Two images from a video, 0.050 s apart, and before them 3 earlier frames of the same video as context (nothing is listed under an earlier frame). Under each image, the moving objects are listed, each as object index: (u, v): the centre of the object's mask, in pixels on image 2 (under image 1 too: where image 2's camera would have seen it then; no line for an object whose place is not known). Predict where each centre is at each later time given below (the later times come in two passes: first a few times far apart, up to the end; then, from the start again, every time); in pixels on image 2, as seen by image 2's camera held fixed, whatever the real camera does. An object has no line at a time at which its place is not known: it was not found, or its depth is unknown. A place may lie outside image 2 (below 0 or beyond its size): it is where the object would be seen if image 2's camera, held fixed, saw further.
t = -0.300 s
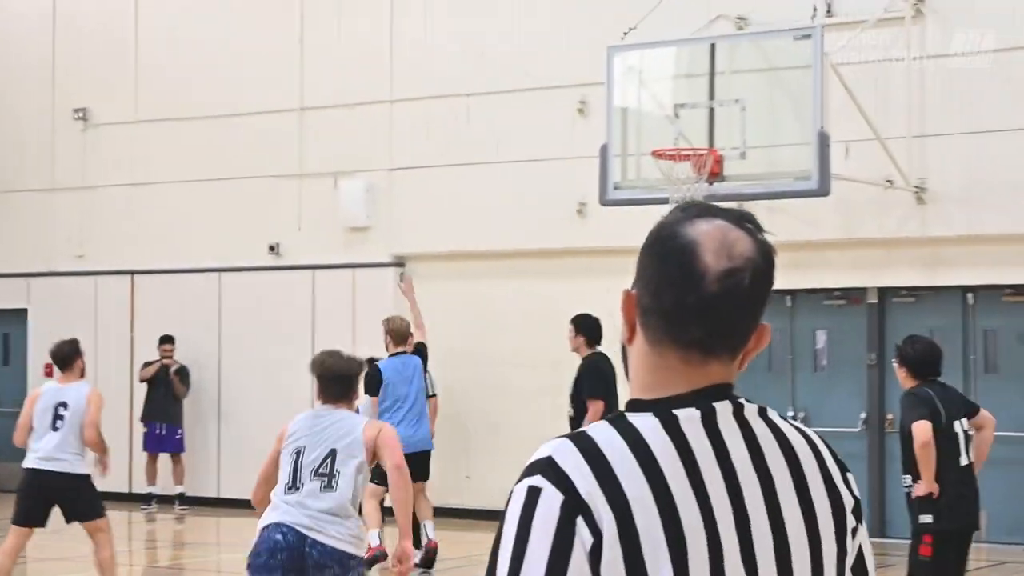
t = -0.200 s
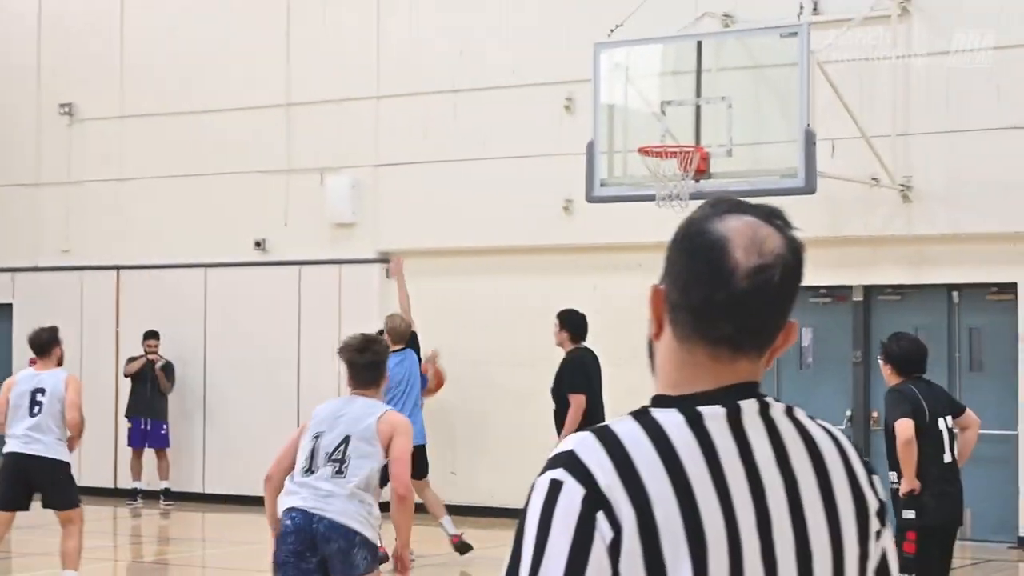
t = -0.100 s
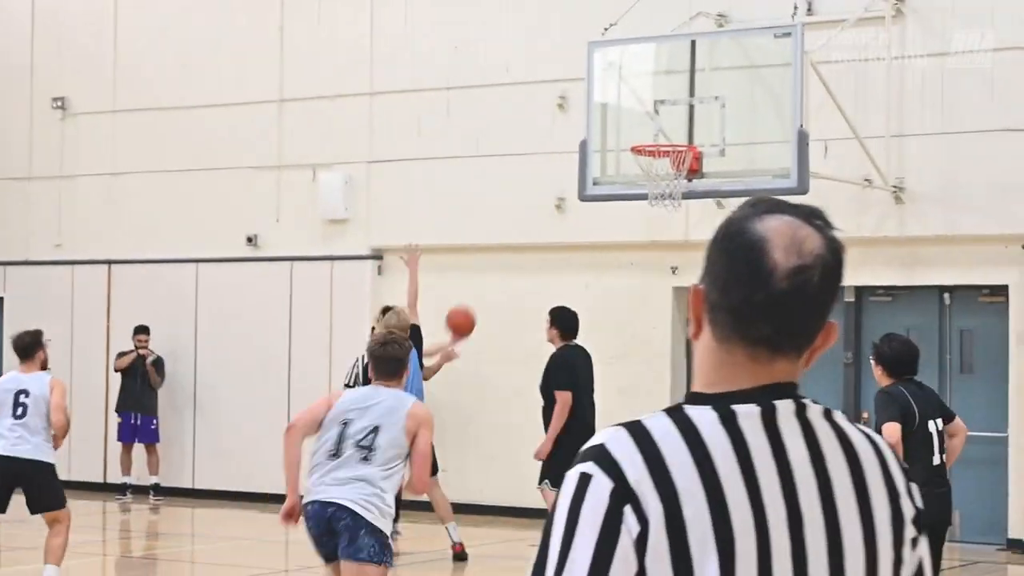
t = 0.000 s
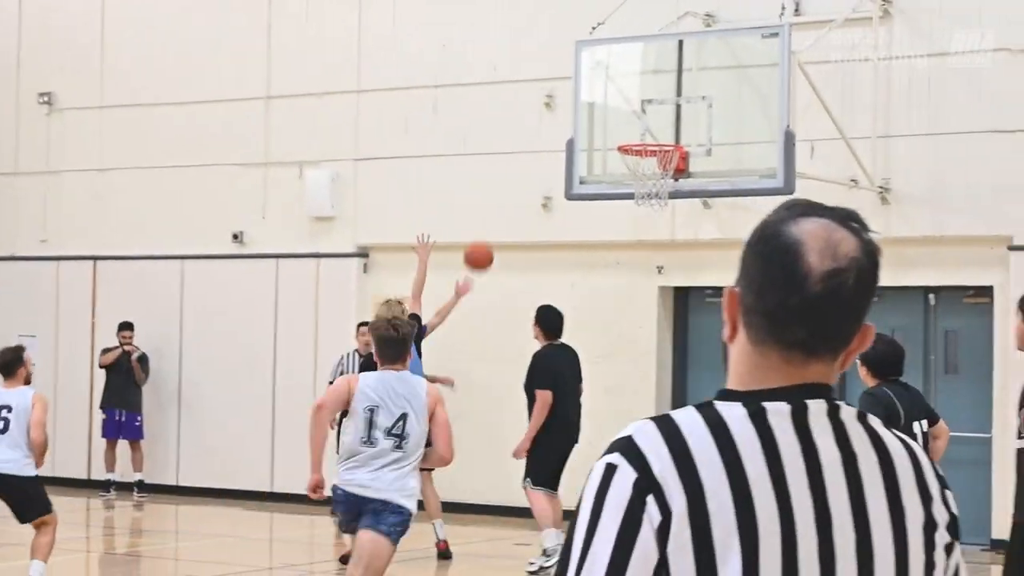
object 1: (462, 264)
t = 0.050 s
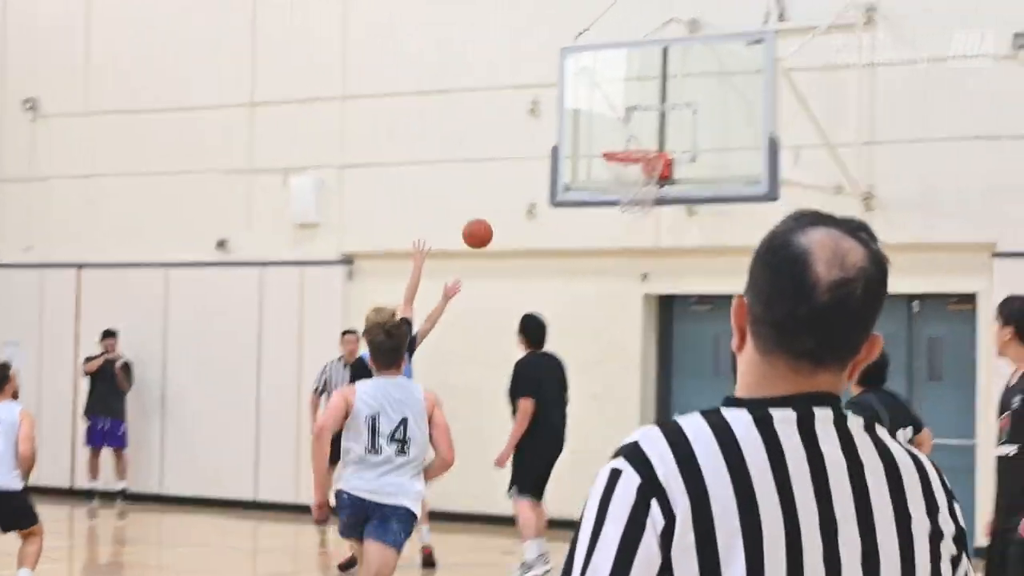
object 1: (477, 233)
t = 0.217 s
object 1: (525, 155)
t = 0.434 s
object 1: (588, 104)
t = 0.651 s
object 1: (619, 93)
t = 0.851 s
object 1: (642, 133)
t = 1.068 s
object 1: (629, 202)
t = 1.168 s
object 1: (619, 229)
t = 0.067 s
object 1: (482, 224)
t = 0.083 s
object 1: (487, 216)
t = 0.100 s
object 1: (491, 207)
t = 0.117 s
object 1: (496, 199)
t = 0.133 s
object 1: (501, 190)
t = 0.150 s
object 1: (506, 182)
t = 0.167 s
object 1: (510, 176)
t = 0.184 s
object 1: (516, 168)
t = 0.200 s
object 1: (521, 161)
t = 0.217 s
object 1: (525, 155)
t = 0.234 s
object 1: (530, 149)
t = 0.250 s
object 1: (535, 144)
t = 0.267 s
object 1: (540, 138)
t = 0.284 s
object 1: (545, 133)
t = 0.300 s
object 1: (549, 128)
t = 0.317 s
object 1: (554, 124)
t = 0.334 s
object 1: (559, 121)
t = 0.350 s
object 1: (564, 117)
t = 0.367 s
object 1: (569, 114)
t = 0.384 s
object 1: (573, 111)
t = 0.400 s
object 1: (578, 108)
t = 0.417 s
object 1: (583, 106)
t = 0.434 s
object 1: (588, 104)
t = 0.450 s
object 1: (593, 103)
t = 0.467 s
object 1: (598, 101)
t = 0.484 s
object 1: (600, 99)
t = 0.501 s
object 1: (602, 97)
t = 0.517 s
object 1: (604, 95)
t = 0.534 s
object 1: (606, 94)
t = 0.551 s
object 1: (608, 92)
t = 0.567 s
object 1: (610, 91)
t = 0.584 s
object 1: (611, 91)
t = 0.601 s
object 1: (613, 91)
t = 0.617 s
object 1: (615, 91)
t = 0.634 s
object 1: (617, 92)
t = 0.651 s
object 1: (619, 93)
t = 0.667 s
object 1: (621, 94)
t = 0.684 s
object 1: (623, 96)
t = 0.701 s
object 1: (625, 98)
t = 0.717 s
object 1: (627, 100)
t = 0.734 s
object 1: (629, 103)
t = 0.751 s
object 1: (631, 106)
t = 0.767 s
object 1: (632, 110)
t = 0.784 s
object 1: (634, 114)
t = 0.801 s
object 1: (636, 118)
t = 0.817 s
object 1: (638, 123)
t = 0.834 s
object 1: (640, 128)
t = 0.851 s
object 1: (642, 133)
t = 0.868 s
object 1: (644, 138)
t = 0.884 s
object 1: (646, 142)
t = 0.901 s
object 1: (648, 145)
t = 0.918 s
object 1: (648, 157)
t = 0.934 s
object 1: (645, 162)
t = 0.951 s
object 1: (645, 168)
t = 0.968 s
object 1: (641, 172)
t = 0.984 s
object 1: (638, 177)
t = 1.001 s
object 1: (637, 182)
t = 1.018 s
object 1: (635, 190)
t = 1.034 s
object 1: (633, 194)
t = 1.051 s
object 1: (630, 198)
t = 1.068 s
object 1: (629, 202)
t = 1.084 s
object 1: (627, 205)
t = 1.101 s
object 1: (625, 208)
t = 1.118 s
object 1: (624, 216)
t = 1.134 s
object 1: (622, 219)
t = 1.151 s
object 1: (620, 225)
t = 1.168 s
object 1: (619, 229)
